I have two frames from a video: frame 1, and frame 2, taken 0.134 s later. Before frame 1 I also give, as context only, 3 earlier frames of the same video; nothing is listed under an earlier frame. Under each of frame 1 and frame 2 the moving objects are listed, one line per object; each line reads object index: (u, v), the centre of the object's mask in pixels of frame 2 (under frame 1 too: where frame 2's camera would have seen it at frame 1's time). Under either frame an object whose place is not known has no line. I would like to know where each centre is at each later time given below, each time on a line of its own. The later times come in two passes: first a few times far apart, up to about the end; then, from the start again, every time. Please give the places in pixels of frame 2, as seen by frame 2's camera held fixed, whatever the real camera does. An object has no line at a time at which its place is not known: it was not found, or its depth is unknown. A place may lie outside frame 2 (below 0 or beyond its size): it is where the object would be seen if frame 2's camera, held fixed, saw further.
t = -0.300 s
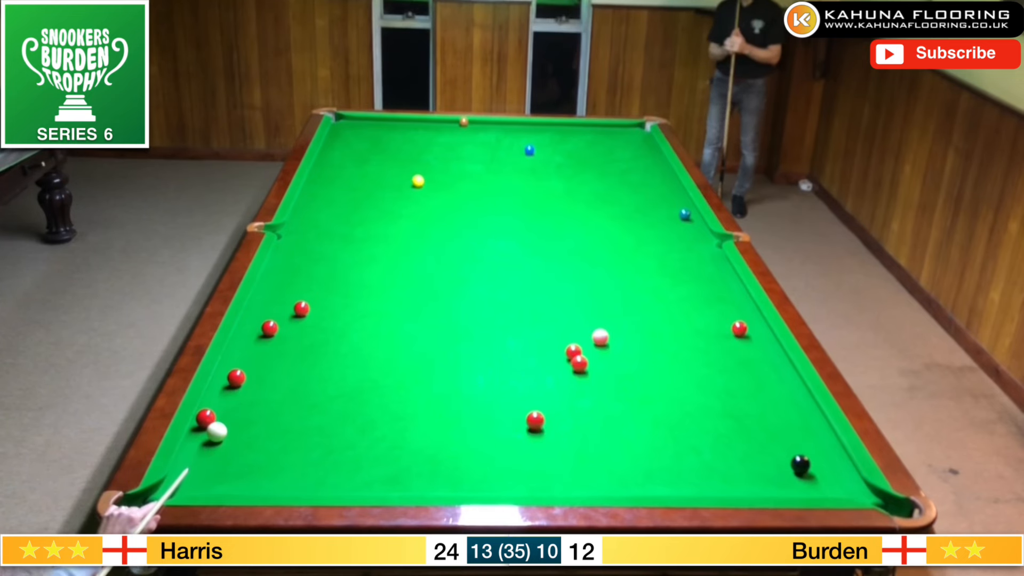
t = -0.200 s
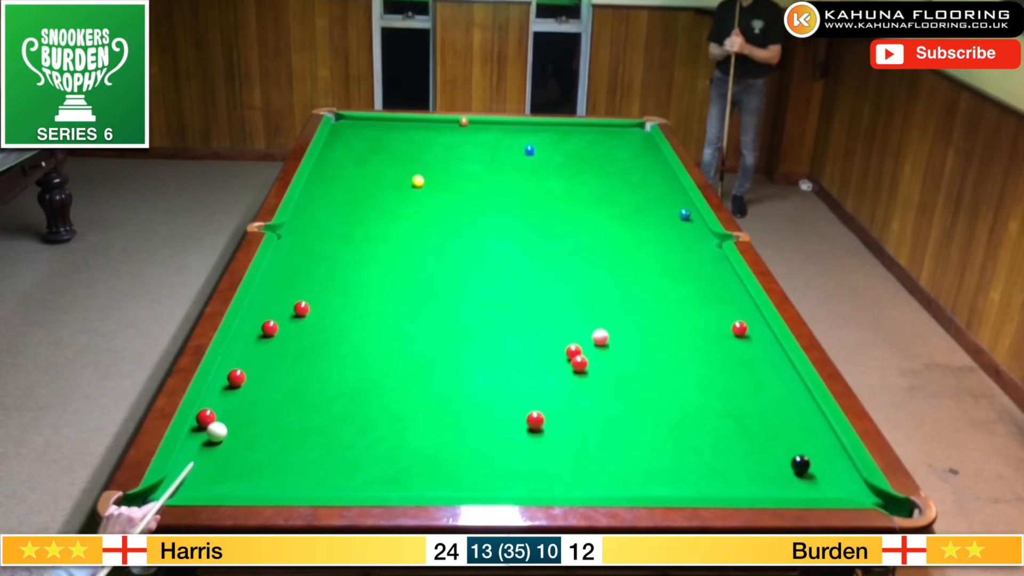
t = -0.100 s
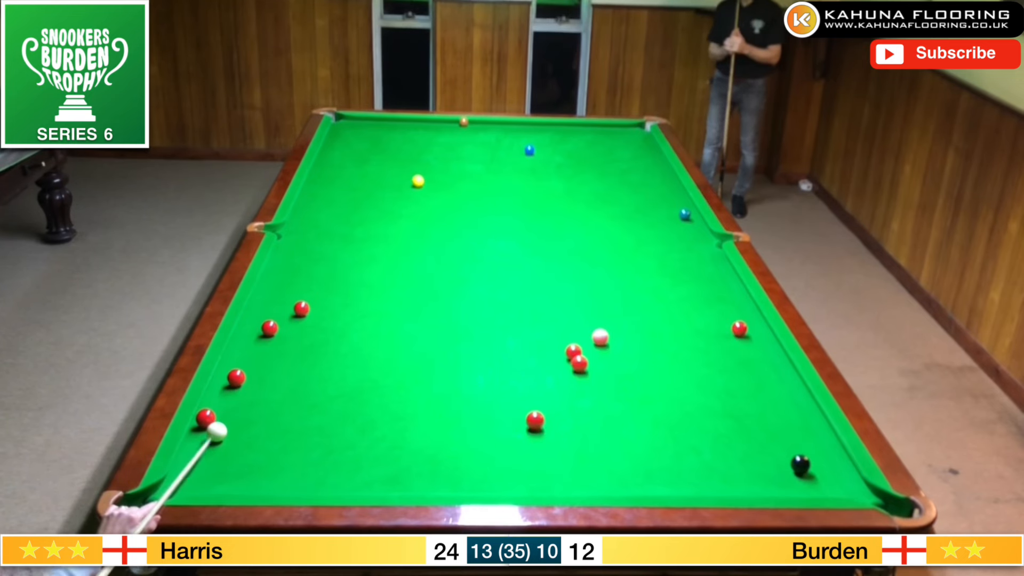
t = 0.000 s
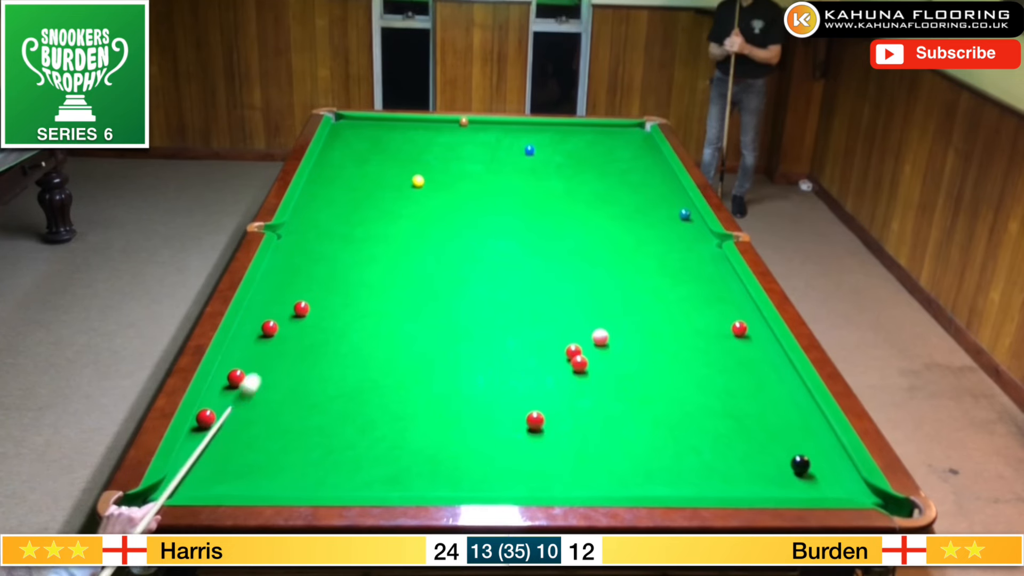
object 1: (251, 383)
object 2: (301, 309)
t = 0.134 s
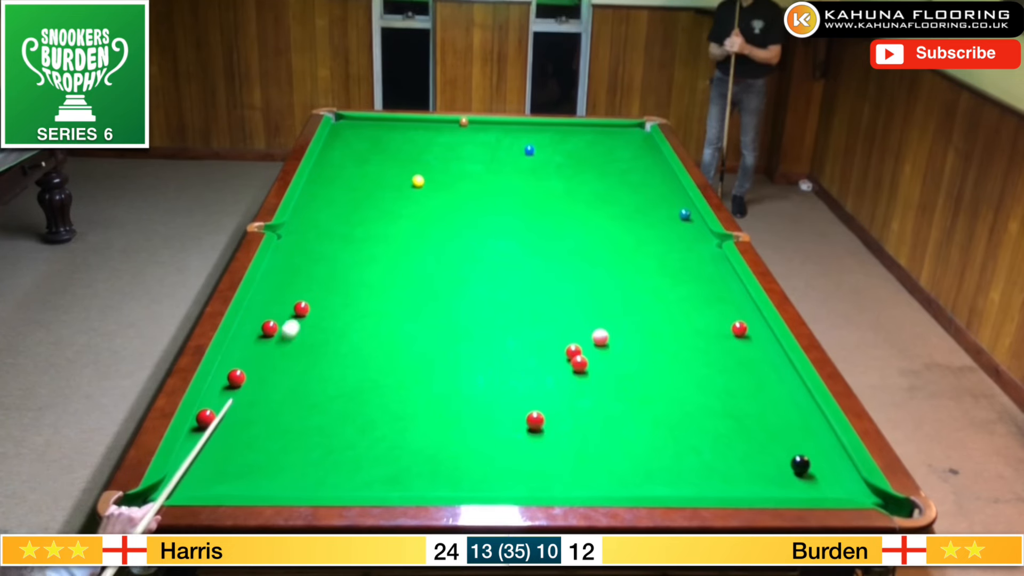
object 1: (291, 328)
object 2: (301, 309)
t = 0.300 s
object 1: (324, 310)
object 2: (306, 277)
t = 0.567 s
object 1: (371, 291)
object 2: (312, 233)
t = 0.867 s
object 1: (416, 269)
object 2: (317, 196)
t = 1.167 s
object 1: (455, 250)
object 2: (321, 166)
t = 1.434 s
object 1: (485, 236)
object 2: (329, 144)
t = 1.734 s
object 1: (515, 222)
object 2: (341, 124)
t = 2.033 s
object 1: (542, 209)
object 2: (345, 122)
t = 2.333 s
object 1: (566, 197)
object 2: (367, 128)
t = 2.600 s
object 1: (584, 188)
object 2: (386, 132)
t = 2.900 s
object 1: (603, 179)
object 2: (407, 137)
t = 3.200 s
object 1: (620, 171)
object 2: (426, 141)
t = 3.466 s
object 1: (634, 165)
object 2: (443, 145)
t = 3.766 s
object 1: (647, 158)
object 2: (460, 149)
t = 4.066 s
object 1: (659, 153)
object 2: (475, 152)
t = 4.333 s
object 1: (650, 149)
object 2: (488, 155)
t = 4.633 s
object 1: (641, 146)
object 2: (501, 157)
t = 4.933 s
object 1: (635, 142)
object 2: (512, 160)
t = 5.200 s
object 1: (630, 140)
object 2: (521, 161)
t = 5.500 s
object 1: (626, 139)
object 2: (528, 163)
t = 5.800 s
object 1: (623, 138)
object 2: (534, 164)
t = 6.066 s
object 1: (622, 138)
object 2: (538, 165)
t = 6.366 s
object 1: (622, 138)
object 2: (540, 165)
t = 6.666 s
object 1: (622, 138)
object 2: (541, 166)
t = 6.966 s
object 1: (622, 138)
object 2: (541, 166)
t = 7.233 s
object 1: (622, 138)
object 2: (541, 166)
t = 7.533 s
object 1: (622, 138)
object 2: (541, 165)
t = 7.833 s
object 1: (622, 138)
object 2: (541, 165)
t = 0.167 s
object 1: (299, 317)
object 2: (302, 306)
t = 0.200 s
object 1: (305, 313)
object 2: (302, 301)
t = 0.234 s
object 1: (312, 313)
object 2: (303, 293)
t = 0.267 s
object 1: (318, 312)
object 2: (305, 285)
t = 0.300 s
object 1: (324, 310)
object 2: (306, 277)
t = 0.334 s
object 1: (330, 308)
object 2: (307, 270)
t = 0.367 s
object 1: (336, 306)
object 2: (308, 264)
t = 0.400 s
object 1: (342, 304)
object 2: (308, 258)
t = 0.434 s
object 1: (348, 301)
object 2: (309, 252)
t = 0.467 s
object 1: (354, 299)
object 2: (310, 247)
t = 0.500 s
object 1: (359, 296)
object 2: (311, 242)
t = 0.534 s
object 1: (365, 293)
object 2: (311, 237)
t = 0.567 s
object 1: (371, 291)
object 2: (312, 233)
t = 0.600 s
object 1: (376, 288)
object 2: (312, 228)
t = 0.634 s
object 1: (381, 286)
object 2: (313, 224)
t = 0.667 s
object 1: (387, 283)
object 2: (314, 220)
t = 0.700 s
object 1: (392, 281)
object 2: (314, 216)
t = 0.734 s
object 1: (397, 278)
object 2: (315, 212)
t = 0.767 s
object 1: (402, 276)
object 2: (315, 207)
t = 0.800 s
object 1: (406, 274)
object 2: (316, 204)
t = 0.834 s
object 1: (411, 271)
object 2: (316, 200)
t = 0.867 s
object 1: (416, 269)
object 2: (317, 196)
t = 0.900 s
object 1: (421, 267)
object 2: (318, 192)
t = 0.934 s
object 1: (425, 265)
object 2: (318, 189)
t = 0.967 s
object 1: (430, 262)
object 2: (319, 185)
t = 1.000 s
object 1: (434, 260)
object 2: (319, 182)
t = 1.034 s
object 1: (438, 258)
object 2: (319, 179)
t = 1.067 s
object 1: (443, 256)
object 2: (320, 175)
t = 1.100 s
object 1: (447, 254)
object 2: (320, 172)
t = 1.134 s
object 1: (451, 252)
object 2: (321, 169)
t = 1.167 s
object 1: (455, 250)
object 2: (321, 166)
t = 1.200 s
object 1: (459, 249)
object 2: (322, 163)
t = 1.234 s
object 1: (463, 247)
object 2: (322, 160)
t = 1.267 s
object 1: (467, 245)
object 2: (322, 157)
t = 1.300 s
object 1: (470, 243)
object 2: (323, 155)
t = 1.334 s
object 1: (474, 241)
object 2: (324, 152)
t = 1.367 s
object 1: (478, 239)
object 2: (325, 149)
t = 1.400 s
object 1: (482, 238)
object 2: (327, 147)
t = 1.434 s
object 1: (485, 236)
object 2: (329, 144)
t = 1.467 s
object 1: (489, 234)
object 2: (330, 142)
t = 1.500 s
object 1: (492, 233)
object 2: (331, 140)
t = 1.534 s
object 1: (496, 231)
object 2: (333, 137)
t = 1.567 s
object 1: (499, 229)
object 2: (334, 135)
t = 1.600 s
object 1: (503, 228)
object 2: (336, 133)
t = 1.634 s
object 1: (506, 226)
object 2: (337, 131)
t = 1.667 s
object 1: (509, 225)
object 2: (338, 128)
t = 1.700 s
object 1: (512, 223)
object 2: (340, 126)
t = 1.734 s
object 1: (515, 222)
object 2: (341, 124)
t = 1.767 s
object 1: (519, 220)
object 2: (342, 122)
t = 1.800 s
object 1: (522, 218)
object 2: (343, 120)
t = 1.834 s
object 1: (524, 217)
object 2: (344, 118)
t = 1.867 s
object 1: (528, 216)
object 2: (342, 118)
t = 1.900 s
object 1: (531, 214)
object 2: (339, 119)
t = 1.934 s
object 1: (534, 213)
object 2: (337, 120)
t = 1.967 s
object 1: (536, 211)
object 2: (339, 121)
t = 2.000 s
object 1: (539, 210)
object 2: (342, 121)
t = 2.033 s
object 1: (542, 209)
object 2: (345, 122)
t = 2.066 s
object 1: (545, 207)
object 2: (347, 123)
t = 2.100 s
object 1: (547, 206)
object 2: (350, 123)
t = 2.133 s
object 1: (550, 205)
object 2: (352, 124)
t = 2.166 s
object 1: (553, 204)
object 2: (355, 125)
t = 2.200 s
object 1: (555, 202)
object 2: (357, 125)
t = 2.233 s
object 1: (558, 201)
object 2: (359, 126)
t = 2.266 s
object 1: (561, 200)
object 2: (362, 126)
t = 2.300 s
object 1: (563, 199)
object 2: (365, 127)
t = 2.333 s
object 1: (566, 197)
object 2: (367, 128)
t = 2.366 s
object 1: (568, 196)
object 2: (369, 128)
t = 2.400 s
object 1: (570, 195)
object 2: (372, 129)
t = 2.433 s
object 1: (573, 194)
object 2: (374, 129)
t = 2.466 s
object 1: (575, 193)
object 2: (377, 130)
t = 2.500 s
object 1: (577, 192)
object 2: (379, 130)
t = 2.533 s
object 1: (580, 190)
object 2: (381, 131)
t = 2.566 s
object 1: (582, 189)
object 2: (384, 132)
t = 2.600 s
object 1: (584, 188)
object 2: (386, 132)
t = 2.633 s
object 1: (587, 187)
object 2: (388, 132)
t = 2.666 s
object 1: (589, 186)
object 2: (391, 133)
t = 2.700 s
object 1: (591, 185)
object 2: (393, 134)
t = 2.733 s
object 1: (593, 184)
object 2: (395, 134)
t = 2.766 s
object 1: (595, 183)
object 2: (398, 135)
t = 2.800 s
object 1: (597, 182)
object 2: (400, 135)
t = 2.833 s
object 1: (599, 181)
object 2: (402, 136)
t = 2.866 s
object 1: (601, 180)
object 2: (405, 136)
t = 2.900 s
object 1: (603, 179)
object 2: (407, 137)
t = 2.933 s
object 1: (605, 178)
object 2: (409, 137)
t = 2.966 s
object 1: (607, 177)
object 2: (411, 138)
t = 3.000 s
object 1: (609, 177)
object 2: (413, 138)
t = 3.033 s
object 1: (611, 176)
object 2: (416, 139)
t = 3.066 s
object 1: (613, 175)
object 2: (418, 139)
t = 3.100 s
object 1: (615, 174)
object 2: (420, 140)
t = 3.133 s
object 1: (616, 173)
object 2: (422, 140)
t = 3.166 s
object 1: (618, 172)
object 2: (424, 141)
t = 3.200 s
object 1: (620, 171)
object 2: (426, 141)
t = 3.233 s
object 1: (622, 170)
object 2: (429, 142)
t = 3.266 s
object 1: (623, 170)
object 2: (431, 142)
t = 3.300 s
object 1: (625, 169)
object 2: (433, 143)
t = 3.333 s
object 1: (627, 168)
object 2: (435, 143)
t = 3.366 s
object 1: (629, 167)
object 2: (437, 144)
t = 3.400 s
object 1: (630, 166)
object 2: (439, 144)
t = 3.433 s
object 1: (632, 165)
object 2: (441, 144)
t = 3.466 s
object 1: (634, 165)
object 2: (443, 145)
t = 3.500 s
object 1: (635, 164)
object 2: (445, 145)
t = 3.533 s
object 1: (637, 163)
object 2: (447, 146)
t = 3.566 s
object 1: (638, 162)
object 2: (449, 146)
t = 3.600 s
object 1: (640, 162)
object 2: (451, 147)
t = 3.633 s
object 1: (641, 161)
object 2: (452, 147)
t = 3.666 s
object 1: (642, 160)
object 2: (454, 148)
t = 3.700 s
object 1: (644, 160)
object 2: (456, 148)
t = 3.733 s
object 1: (645, 159)
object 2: (458, 148)
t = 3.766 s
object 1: (647, 158)
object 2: (460, 149)
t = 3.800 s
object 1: (648, 158)
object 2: (462, 149)
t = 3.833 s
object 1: (650, 157)
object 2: (464, 150)
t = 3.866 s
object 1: (651, 156)
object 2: (465, 150)
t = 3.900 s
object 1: (652, 156)
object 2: (467, 150)
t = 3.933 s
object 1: (654, 155)
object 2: (469, 151)
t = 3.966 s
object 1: (655, 155)
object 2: (470, 151)
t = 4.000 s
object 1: (656, 154)
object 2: (472, 151)
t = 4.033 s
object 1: (658, 154)
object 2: (474, 151)
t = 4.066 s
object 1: (659, 153)
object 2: (475, 152)
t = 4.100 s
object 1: (658, 152)
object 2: (477, 152)
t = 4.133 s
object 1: (656, 152)
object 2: (479, 153)
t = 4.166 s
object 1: (655, 151)
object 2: (480, 153)
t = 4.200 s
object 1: (654, 151)
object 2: (482, 153)
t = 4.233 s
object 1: (653, 151)
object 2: (484, 154)
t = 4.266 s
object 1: (652, 150)
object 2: (485, 154)
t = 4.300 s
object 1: (651, 150)
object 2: (487, 154)
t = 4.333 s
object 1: (650, 149)
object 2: (488, 155)
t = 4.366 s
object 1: (649, 149)
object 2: (490, 155)
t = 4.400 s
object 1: (648, 148)
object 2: (491, 155)
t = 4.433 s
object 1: (647, 148)
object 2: (492, 155)
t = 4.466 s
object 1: (646, 147)
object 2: (494, 156)
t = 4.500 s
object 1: (645, 147)
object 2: (495, 156)
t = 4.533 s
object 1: (644, 147)
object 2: (497, 156)
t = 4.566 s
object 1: (643, 146)
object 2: (498, 157)
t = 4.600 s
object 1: (642, 146)
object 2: (499, 157)
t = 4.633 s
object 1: (641, 146)
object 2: (501, 157)
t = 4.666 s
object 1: (641, 145)
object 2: (502, 158)
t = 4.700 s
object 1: (640, 145)
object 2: (504, 158)
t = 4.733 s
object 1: (639, 144)
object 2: (505, 158)
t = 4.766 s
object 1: (638, 144)
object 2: (506, 158)
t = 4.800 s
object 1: (637, 144)
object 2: (507, 159)
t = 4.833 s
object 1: (637, 143)
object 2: (509, 159)
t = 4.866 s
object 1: (636, 143)
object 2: (510, 159)
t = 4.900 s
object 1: (635, 143)
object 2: (511, 159)
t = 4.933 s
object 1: (635, 142)
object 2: (512, 160)
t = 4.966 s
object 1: (634, 142)
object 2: (513, 160)
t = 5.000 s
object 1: (633, 142)
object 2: (514, 160)
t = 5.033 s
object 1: (632, 142)
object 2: (515, 160)
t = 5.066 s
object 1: (632, 142)
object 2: (517, 160)
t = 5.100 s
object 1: (631, 141)
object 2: (518, 161)
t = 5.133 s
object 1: (631, 141)
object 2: (519, 161)
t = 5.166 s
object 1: (630, 141)
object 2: (520, 161)
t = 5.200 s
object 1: (630, 140)
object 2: (521, 161)
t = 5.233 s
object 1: (629, 140)
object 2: (522, 162)
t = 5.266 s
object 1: (629, 140)
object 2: (522, 162)
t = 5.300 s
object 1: (628, 140)
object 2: (523, 162)
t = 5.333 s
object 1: (628, 140)
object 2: (524, 162)
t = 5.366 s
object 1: (627, 140)
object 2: (525, 162)
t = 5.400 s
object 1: (627, 139)
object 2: (526, 162)
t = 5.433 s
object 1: (626, 139)
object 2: (527, 163)
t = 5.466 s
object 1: (626, 139)
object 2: (528, 163)
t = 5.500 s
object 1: (626, 139)
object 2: (528, 163)
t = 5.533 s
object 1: (625, 139)
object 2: (529, 163)
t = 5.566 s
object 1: (625, 139)
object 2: (530, 163)
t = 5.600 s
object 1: (625, 139)
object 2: (530, 163)
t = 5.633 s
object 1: (624, 139)
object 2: (531, 163)
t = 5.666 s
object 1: (624, 139)
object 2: (532, 163)
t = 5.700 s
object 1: (624, 138)
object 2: (532, 163)
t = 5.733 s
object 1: (624, 138)
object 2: (533, 163)
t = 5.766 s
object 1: (623, 138)
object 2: (534, 164)
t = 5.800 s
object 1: (623, 138)
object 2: (534, 164)
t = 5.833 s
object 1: (623, 138)
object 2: (534, 164)
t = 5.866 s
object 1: (623, 138)
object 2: (535, 164)
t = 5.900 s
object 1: (623, 138)
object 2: (536, 164)
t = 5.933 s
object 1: (622, 138)
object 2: (536, 164)
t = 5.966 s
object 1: (622, 138)
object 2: (536, 164)
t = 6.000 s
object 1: (622, 138)
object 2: (537, 164)
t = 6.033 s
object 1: (622, 138)
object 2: (537, 165)
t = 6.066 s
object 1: (622, 138)
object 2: (538, 165)
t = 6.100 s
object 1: (622, 138)
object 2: (538, 165)
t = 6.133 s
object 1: (622, 138)
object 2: (538, 165)
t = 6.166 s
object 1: (622, 138)
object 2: (539, 165)
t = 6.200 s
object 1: (622, 138)
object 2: (539, 165)
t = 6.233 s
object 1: (622, 138)
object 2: (539, 165)
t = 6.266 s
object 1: (622, 138)
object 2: (540, 165)
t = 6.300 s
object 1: (622, 138)
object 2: (540, 165)
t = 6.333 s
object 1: (622, 138)
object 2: (540, 165)
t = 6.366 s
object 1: (622, 138)
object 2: (540, 165)
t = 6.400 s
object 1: (622, 138)
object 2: (540, 165)
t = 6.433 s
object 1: (622, 138)
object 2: (540, 165)
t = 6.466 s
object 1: (622, 138)
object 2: (541, 165)
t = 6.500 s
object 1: (622, 138)
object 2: (541, 165)
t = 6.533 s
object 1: (622, 138)
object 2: (541, 165)
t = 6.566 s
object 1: (622, 138)
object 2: (541, 165)
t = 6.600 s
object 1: (622, 138)
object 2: (541, 165)
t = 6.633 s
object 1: (622, 138)
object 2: (541, 165)
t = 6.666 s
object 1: (622, 138)
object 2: (541, 166)
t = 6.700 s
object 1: (622, 138)
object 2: (541, 166)
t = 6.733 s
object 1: (622, 138)
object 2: (541, 166)
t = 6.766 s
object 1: (622, 138)
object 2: (541, 166)
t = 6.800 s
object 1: (622, 138)
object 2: (541, 166)
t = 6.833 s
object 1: (622, 138)
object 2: (541, 166)
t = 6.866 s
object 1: (622, 138)
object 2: (541, 166)
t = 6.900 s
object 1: (622, 138)
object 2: (541, 166)
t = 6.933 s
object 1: (622, 138)
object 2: (541, 166)
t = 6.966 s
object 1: (622, 138)
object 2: (541, 166)
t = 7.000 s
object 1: (622, 138)
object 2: (541, 166)
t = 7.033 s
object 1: (622, 138)
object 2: (541, 166)
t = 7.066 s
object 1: (622, 138)
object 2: (541, 166)
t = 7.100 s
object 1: (622, 138)
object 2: (541, 165)
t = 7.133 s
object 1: (622, 138)
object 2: (541, 165)
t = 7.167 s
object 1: (622, 138)
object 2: (541, 165)
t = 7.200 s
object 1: (622, 138)
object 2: (541, 165)
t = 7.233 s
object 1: (622, 138)
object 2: (541, 166)
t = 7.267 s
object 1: (622, 138)
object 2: (541, 166)
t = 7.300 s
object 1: (622, 138)
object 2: (541, 165)
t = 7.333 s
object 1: (622, 138)
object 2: (541, 165)
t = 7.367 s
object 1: (622, 138)
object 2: (541, 165)
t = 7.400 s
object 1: (622, 138)
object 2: (541, 165)
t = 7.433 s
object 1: (622, 138)
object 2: (541, 165)
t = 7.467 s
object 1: (622, 138)
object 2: (541, 165)
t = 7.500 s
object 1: (622, 138)
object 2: (541, 165)
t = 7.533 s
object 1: (622, 138)
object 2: (541, 165)
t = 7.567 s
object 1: (622, 138)
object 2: (541, 166)
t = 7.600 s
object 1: (622, 138)
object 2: (541, 165)
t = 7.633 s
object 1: (622, 138)
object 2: (541, 165)
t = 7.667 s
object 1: (622, 138)
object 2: (541, 166)
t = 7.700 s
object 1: (622, 138)
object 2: (541, 166)
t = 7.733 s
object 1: (622, 138)
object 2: (541, 165)
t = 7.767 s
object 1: (622, 138)
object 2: (541, 165)
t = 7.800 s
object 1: (622, 138)
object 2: (541, 165)
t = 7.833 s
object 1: (622, 138)
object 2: (541, 165)
